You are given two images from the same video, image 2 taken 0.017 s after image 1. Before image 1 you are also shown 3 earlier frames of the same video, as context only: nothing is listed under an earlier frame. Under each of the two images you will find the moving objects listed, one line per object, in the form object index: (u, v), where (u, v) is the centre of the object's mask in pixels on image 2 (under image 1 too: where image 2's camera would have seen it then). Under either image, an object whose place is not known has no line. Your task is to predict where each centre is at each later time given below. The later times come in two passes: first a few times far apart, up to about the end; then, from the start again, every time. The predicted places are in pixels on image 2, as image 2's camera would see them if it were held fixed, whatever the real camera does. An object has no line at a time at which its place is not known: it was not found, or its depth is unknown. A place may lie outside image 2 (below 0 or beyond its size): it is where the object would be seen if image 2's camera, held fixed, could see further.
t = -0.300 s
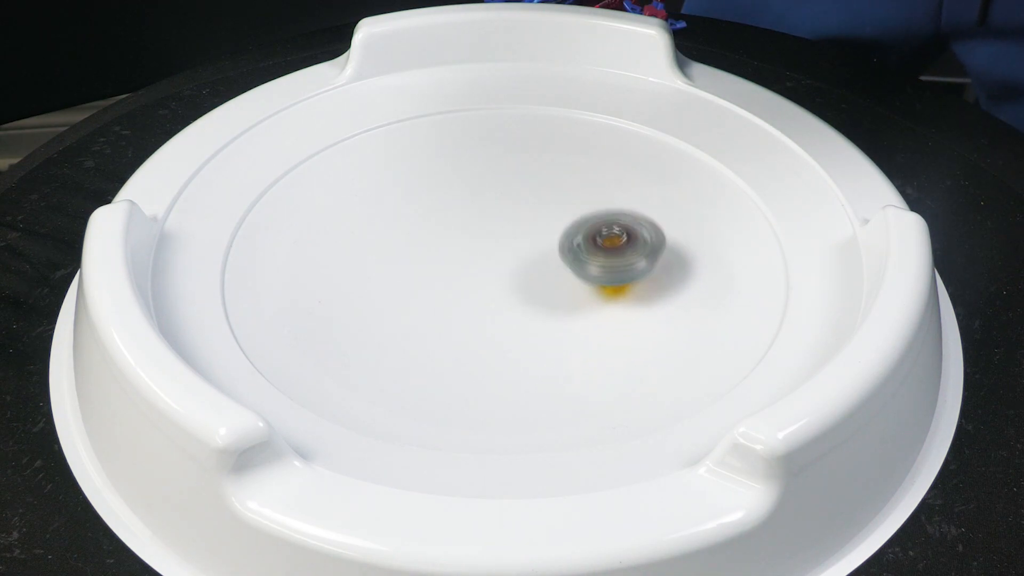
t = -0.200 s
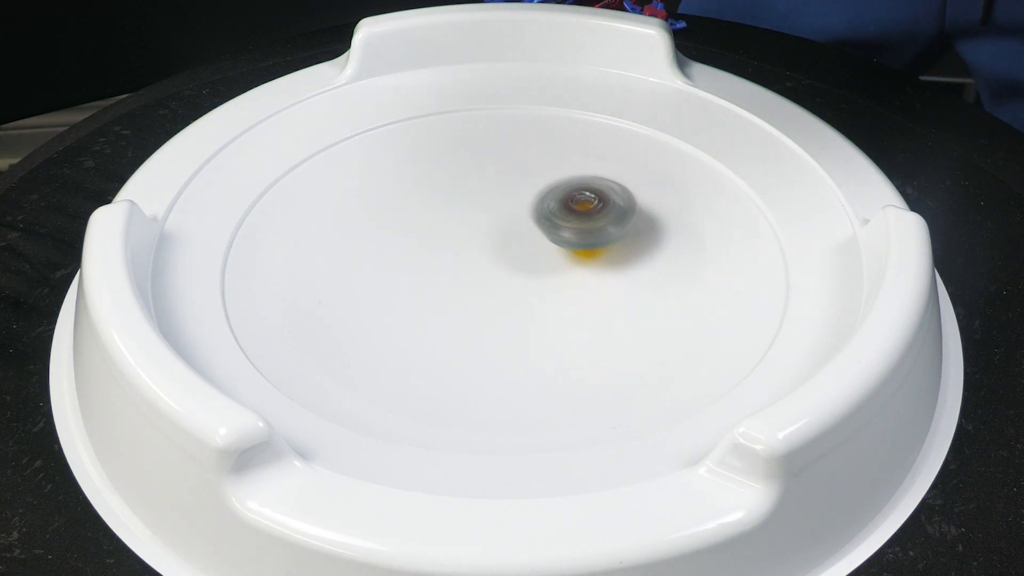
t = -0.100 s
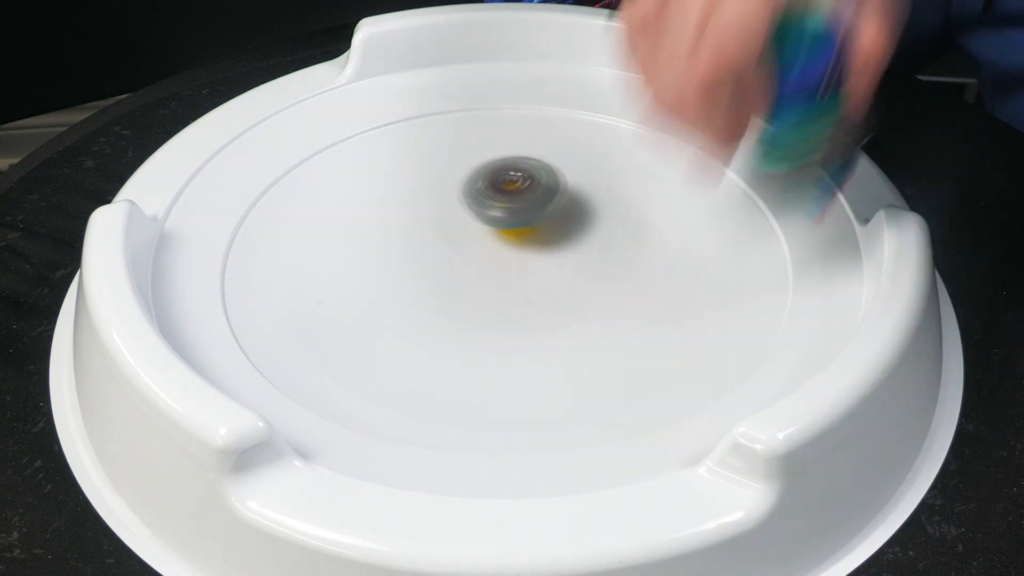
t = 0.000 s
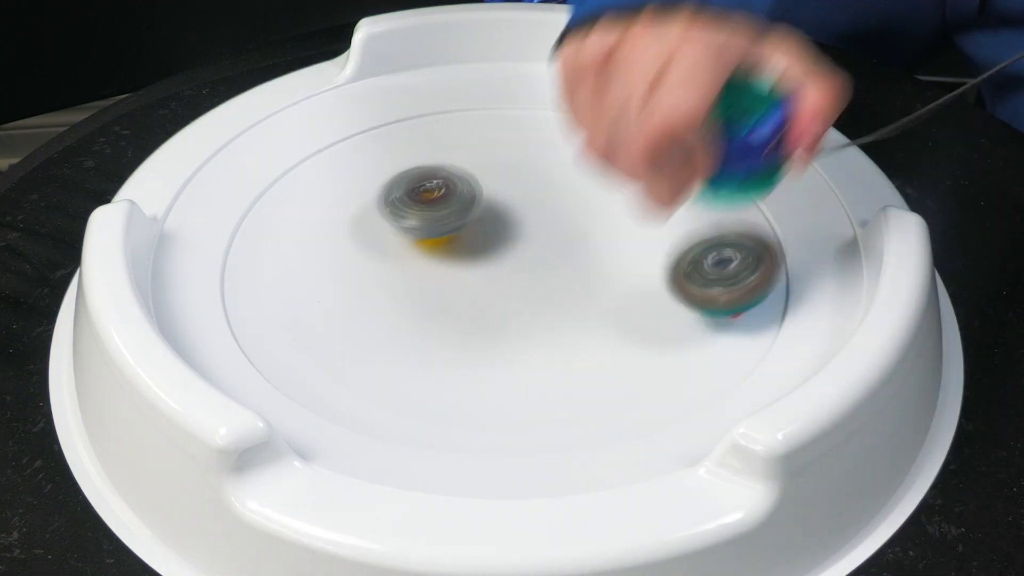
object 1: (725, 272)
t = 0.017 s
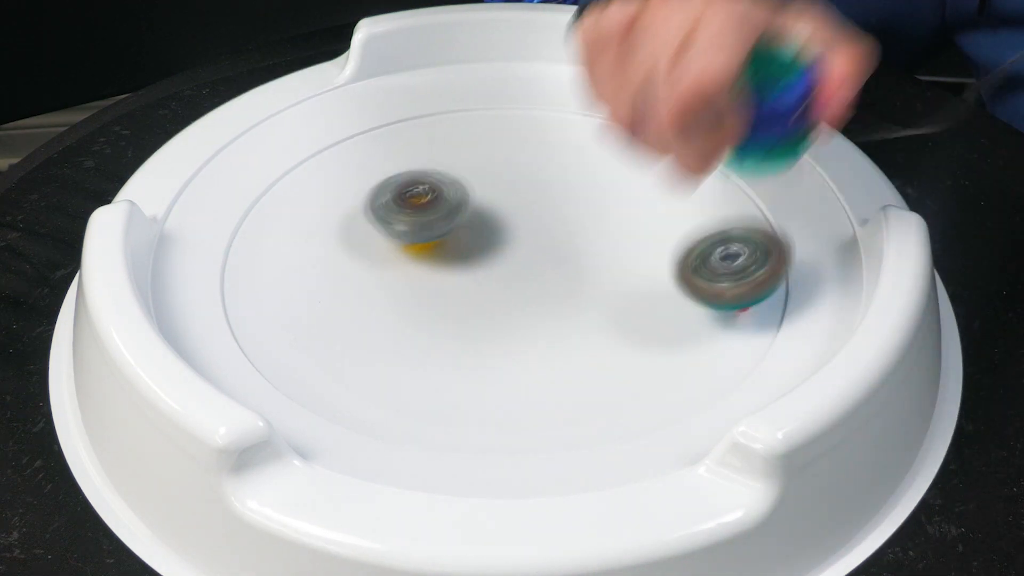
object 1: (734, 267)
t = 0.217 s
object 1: (762, 252)
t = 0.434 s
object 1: (532, 257)
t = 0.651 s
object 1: (349, 374)
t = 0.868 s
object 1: (628, 423)
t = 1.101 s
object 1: (653, 293)
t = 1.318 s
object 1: (278, 179)
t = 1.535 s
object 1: (310, 307)
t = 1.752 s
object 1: (656, 356)
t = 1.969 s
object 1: (649, 117)
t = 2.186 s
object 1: (391, 119)
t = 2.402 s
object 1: (424, 377)
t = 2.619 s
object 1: (776, 241)
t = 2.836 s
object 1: (471, 79)
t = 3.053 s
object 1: (260, 318)
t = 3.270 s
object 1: (759, 302)
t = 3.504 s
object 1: (550, 78)
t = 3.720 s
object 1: (235, 257)
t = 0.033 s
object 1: (741, 266)
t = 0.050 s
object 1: (748, 268)
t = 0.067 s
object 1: (754, 276)
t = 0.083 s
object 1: (761, 278)
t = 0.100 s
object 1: (768, 273)
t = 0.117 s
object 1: (771, 271)
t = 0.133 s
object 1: (770, 271)
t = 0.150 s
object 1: (769, 272)
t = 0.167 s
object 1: (768, 266)
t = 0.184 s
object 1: (766, 263)
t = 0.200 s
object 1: (764, 258)
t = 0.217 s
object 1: (762, 252)
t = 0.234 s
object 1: (758, 246)
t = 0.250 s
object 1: (752, 240)
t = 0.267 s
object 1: (745, 235)
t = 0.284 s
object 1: (734, 231)
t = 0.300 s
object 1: (721, 228)
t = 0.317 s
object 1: (705, 227)
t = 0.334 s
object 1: (685, 227)
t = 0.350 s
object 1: (663, 228)
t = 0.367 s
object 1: (638, 232)
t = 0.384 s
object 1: (612, 237)
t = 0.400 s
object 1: (587, 242)
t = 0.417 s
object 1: (560, 249)
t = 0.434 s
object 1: (532, 257)
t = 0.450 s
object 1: (506, 266)
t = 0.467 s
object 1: (479, 275)
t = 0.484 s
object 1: (454, 285)
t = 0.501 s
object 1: (431, 295)
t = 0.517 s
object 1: (408, 306)
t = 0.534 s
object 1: (389, 316)
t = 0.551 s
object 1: (372, 327)
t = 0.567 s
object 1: (356, 338)
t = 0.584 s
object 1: (344, 349)
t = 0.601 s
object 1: (333, 363)
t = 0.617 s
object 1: (328, 375)
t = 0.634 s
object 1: (335, 376)
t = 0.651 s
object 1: (349, 374)
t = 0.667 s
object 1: (363, 378)
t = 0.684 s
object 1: (378, 389)
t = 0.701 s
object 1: (393, 404)
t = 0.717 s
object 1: (412, 410)
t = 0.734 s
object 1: (431, 414)
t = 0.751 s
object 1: (450, 422)
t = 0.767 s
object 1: (472, 432)
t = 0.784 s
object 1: (495, 438)
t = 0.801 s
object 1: (522, 443)
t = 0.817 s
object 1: (549, 436)
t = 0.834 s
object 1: (576, 434)
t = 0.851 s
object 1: (603, 430)
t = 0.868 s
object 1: (628, 423)
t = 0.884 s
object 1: (655, 419)
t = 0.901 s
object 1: (675, 408)
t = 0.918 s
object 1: (683, 393)
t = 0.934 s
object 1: (691, 384)
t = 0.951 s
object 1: (698, 380)
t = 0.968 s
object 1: (703, 379)
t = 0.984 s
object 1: (704, 368)
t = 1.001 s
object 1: (703, 357)
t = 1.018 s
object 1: (702, 351)
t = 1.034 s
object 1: (700, 345)
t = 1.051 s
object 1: (693, 332)
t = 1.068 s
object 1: (683, 318)
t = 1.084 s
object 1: (669, 305)
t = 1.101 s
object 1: (653, 293)
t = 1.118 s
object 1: (633, 280)
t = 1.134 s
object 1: (610, 268)
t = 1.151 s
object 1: (585, 256)
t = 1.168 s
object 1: (557, 244)
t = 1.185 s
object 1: (531, 234)
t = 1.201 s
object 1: (501, 224)
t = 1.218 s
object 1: (468, 214)
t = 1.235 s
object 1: (437, 205)
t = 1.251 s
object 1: (404, 197)
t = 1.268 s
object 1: (373, 190)
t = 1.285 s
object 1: (341, 185)
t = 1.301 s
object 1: (309, 181)
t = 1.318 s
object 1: (278, 179)
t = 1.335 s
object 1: (247, 177)
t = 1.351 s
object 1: (226, 177)
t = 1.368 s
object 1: (208, 179)
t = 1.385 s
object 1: (190, 186)
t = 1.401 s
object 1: (190, 193)
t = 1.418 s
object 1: (203, 198)
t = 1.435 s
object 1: (215, 210)
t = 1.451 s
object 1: (228, 228)
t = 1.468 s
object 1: (245, 254)
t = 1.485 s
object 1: (260, 268)
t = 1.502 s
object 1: (275, 275)
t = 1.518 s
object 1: (292, 288)
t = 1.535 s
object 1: (310, 307)
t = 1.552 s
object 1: (327, 323)
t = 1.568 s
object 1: (343, 332)
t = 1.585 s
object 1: (363, 350)
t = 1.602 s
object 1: (385, 363)
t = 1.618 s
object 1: (410, 374)
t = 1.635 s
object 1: (439, 385)
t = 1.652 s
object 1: (470, 390)
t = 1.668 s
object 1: (502, 394)
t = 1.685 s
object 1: (537, 392)
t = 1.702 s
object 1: (568, 388)
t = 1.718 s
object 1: (601, 380)
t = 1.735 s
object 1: (628, 370)
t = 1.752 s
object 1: (656, 356)
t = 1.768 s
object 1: (677, 341)
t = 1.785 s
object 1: (697, 322)
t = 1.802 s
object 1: (709, 303)
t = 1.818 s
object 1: (720, 280)
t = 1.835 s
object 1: (724, 258)
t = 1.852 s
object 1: (724, 235)
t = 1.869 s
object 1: (719, 213)
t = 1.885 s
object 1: (715, 194)
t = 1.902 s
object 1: (707, 177)
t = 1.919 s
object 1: (699, 163)
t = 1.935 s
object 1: (686, 147)
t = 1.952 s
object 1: (671, 132)
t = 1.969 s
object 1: (649, 117)
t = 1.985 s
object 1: (629, 105)
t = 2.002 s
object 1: (603, 92)
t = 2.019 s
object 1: (588, 82)
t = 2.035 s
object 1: (578, 79)
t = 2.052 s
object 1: (566, 84)
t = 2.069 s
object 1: (552, 89)
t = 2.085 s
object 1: (534, 90)
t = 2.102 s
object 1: (515, 94)
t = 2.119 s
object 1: (494, 97)
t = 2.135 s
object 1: (470, 100)
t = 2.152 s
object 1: (445, 106)
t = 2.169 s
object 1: (418, 111)
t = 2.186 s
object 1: (391, 119)
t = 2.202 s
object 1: (364, 128)
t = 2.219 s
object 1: (337, 141)
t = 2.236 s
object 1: (311, 155)
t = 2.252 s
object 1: (290, 171)
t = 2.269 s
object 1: (273, 190)
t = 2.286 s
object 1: (266, 219)
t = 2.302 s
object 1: (275, 229)
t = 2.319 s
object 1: (295, 239)
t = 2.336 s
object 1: (317, 256)
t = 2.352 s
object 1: (340, 280)
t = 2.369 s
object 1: (364, 308)
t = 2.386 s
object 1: (394, 352)
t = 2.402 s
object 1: (424, 377)
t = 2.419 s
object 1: (458, 382)
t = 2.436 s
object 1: (493, 393)
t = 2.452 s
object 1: (533, 409)
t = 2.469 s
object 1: (568, 402)
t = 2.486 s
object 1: (601, 395)
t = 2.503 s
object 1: (634, 384)
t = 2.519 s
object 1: (667, 373)
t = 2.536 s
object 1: (699, 359)
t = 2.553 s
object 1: (724, 340)
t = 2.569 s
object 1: (745, 319)
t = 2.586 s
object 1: (761, 294)
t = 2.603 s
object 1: (772, 268)
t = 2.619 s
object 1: (776, 241)
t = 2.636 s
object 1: (772, 217)
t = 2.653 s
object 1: (763, 191)
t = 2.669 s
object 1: (750, 169)
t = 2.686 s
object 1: (732, 150)
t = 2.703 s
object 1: (709, 133)
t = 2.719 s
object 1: (685, 120)
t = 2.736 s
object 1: (658, 107)
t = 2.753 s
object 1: (629, 98)
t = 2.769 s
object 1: (600, 89)
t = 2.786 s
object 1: (567, 83)
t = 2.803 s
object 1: (537, 80)
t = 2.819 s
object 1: (503, 77)
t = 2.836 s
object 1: (471, 79)
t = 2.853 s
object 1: (438, 82)
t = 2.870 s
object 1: (405, 88)
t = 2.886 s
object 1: (374, 95)
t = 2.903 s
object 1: (342, 107)
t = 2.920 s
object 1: (314, 120)
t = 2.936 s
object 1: (287, 137)
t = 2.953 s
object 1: (264, 157)
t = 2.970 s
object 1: (243, 181)
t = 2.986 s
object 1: (231, 205)
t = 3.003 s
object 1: (225, 234)
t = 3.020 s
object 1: (229, 263)
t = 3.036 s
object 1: (240, 291)
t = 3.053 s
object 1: (260, 318)
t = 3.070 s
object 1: (288, 343)
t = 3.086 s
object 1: (320, 364)
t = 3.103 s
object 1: (364, 383)
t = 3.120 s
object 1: (409, 396)
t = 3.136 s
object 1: (460, 404)
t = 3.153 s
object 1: (514, 405)
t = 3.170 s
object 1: (564, 402)
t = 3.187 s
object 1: (610, 394)
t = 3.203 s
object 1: (651, 380)
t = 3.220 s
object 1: (688, 365)
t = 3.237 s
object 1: (716, 346)
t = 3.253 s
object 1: (741, 324)
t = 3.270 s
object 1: (759, 302)
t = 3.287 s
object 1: (772, 279)
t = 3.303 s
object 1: (778, 257)
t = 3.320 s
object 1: (780, 236)
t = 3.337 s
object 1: (776, 213)
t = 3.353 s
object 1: (767, 193)
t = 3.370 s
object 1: (754, 172)
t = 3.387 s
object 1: (738, 157)
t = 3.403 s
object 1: (718, 140)
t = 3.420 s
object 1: (696, 127)
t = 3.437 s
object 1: (671, 115)
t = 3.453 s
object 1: (642, 103)
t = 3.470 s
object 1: (612, 93)
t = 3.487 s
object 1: (582, 85)
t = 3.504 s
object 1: (550, 78)
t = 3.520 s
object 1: (516, 74)
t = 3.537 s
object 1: (483, 74)
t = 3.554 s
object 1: (448, 79)
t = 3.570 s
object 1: (413, 85)
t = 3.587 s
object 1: (380, 95)
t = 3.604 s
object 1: (347, 108)
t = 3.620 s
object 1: (319, 122)
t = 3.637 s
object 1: (293, 138)
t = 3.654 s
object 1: (271, 159)
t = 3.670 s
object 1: (254, 180)
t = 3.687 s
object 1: (241, 204)
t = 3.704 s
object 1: (234, 231)
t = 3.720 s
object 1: (235, 257)
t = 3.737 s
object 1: (243, 284)
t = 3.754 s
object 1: (258, 310)
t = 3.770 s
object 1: (282, 334)
